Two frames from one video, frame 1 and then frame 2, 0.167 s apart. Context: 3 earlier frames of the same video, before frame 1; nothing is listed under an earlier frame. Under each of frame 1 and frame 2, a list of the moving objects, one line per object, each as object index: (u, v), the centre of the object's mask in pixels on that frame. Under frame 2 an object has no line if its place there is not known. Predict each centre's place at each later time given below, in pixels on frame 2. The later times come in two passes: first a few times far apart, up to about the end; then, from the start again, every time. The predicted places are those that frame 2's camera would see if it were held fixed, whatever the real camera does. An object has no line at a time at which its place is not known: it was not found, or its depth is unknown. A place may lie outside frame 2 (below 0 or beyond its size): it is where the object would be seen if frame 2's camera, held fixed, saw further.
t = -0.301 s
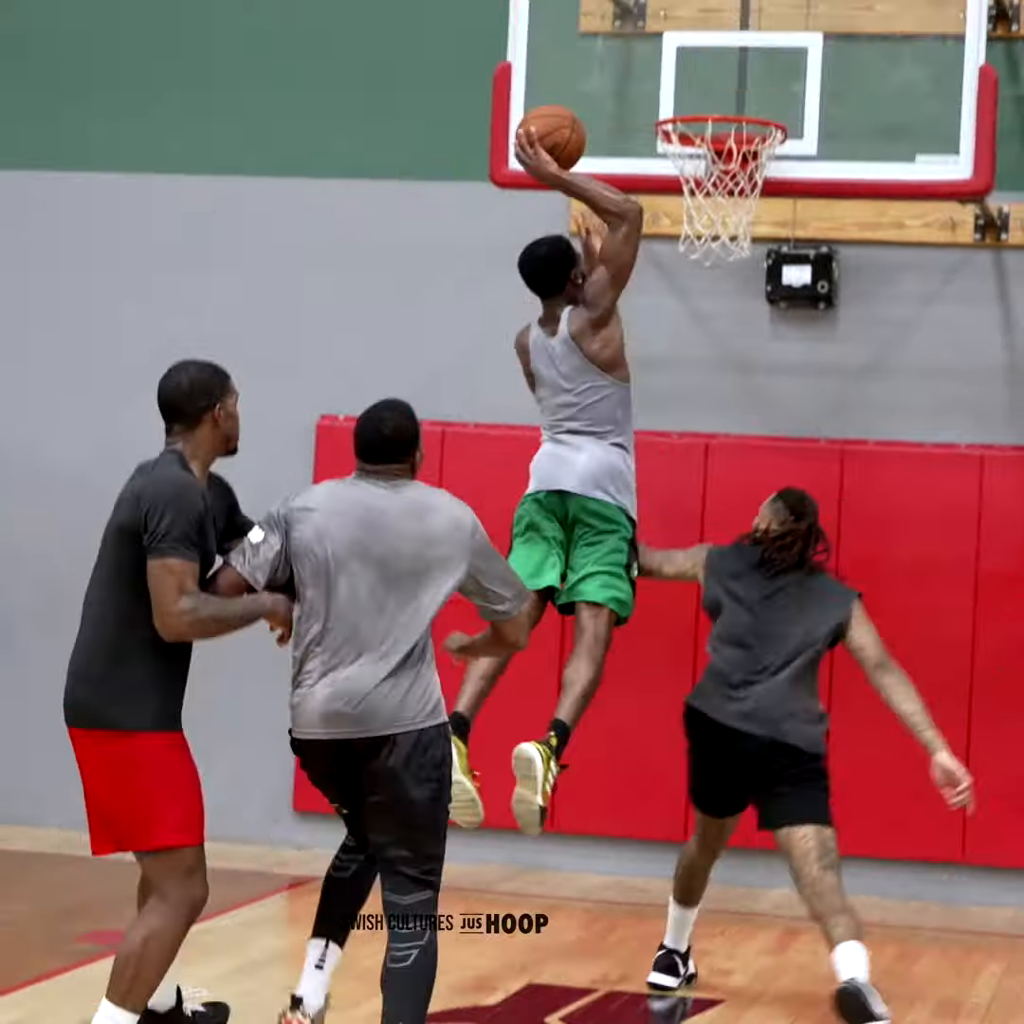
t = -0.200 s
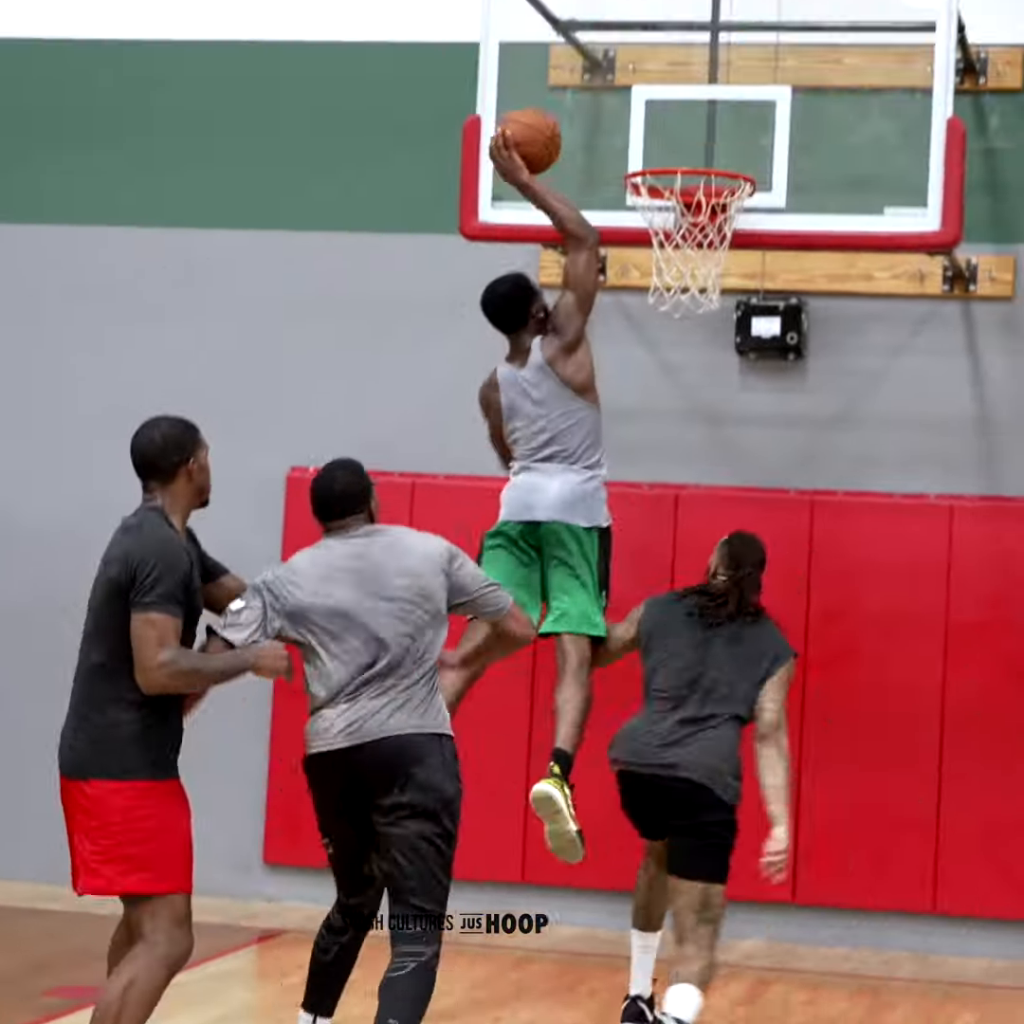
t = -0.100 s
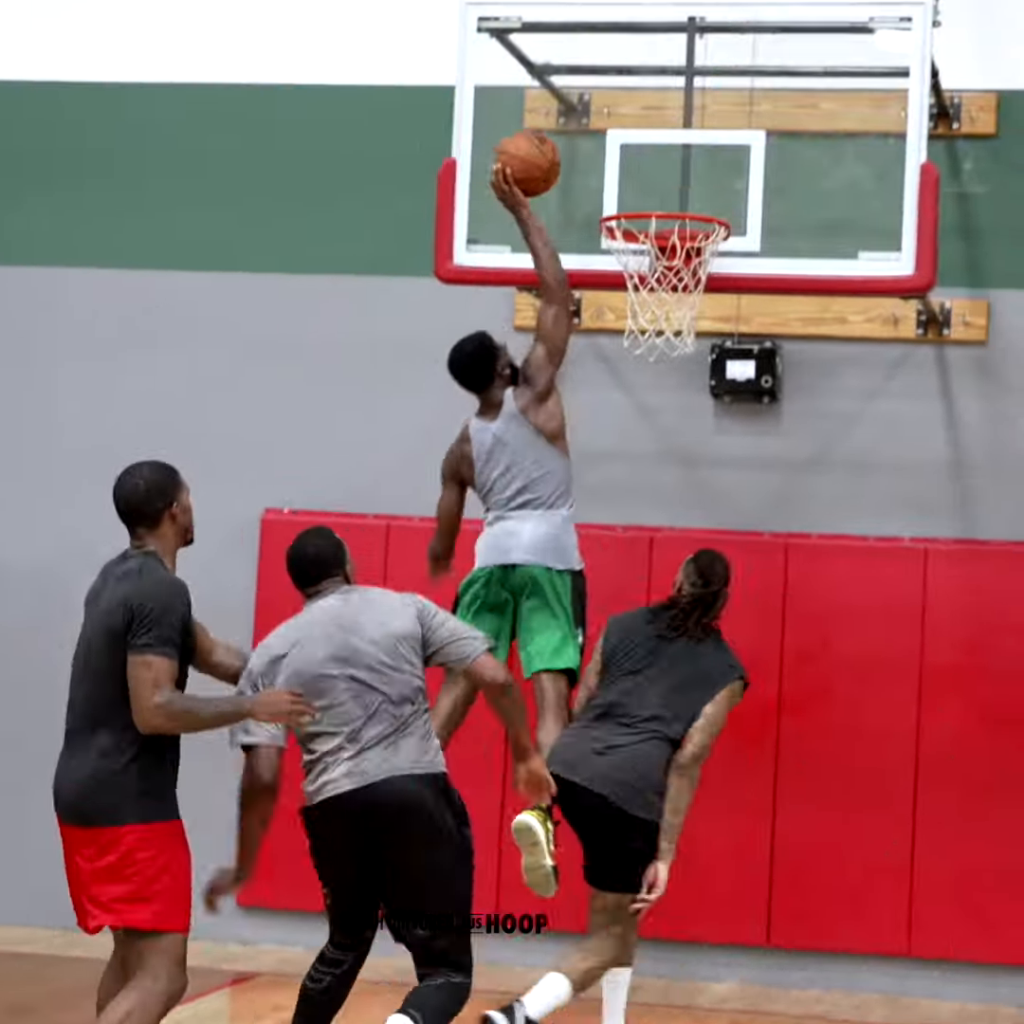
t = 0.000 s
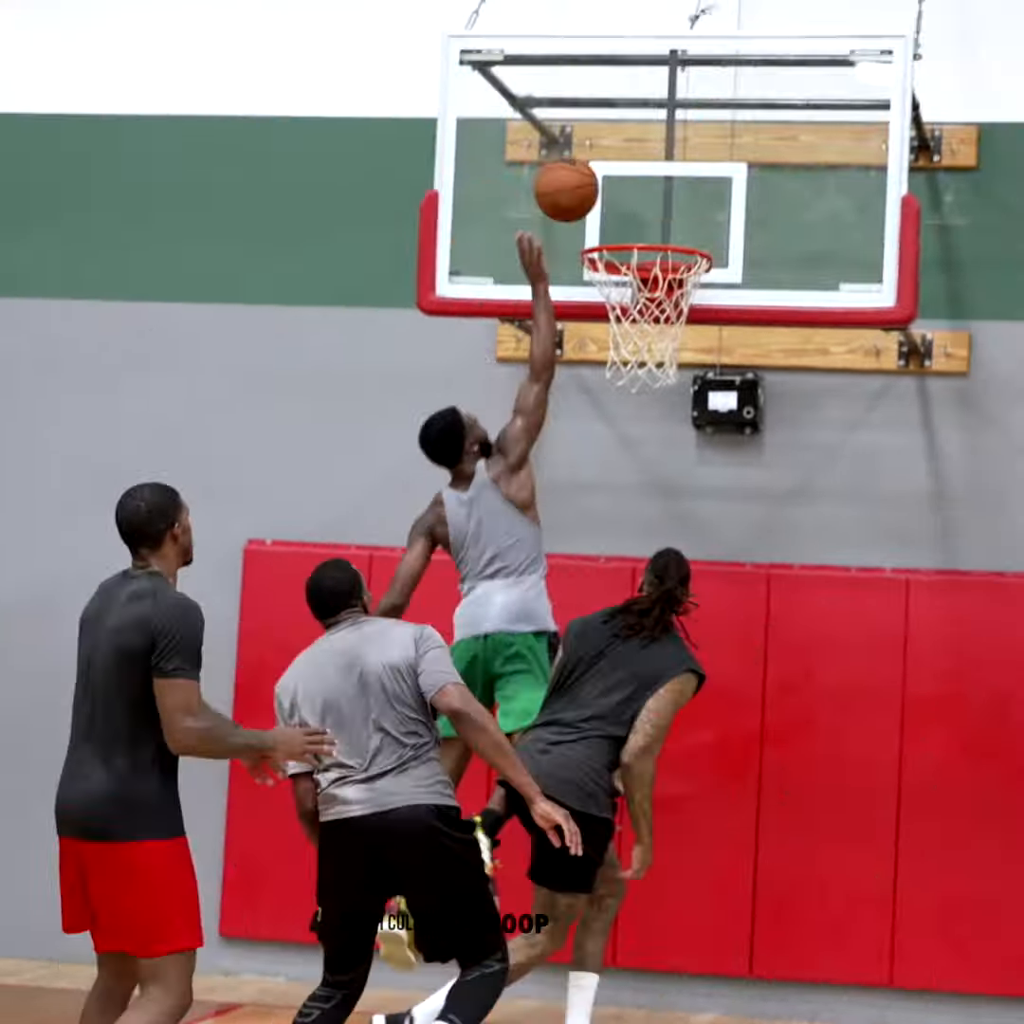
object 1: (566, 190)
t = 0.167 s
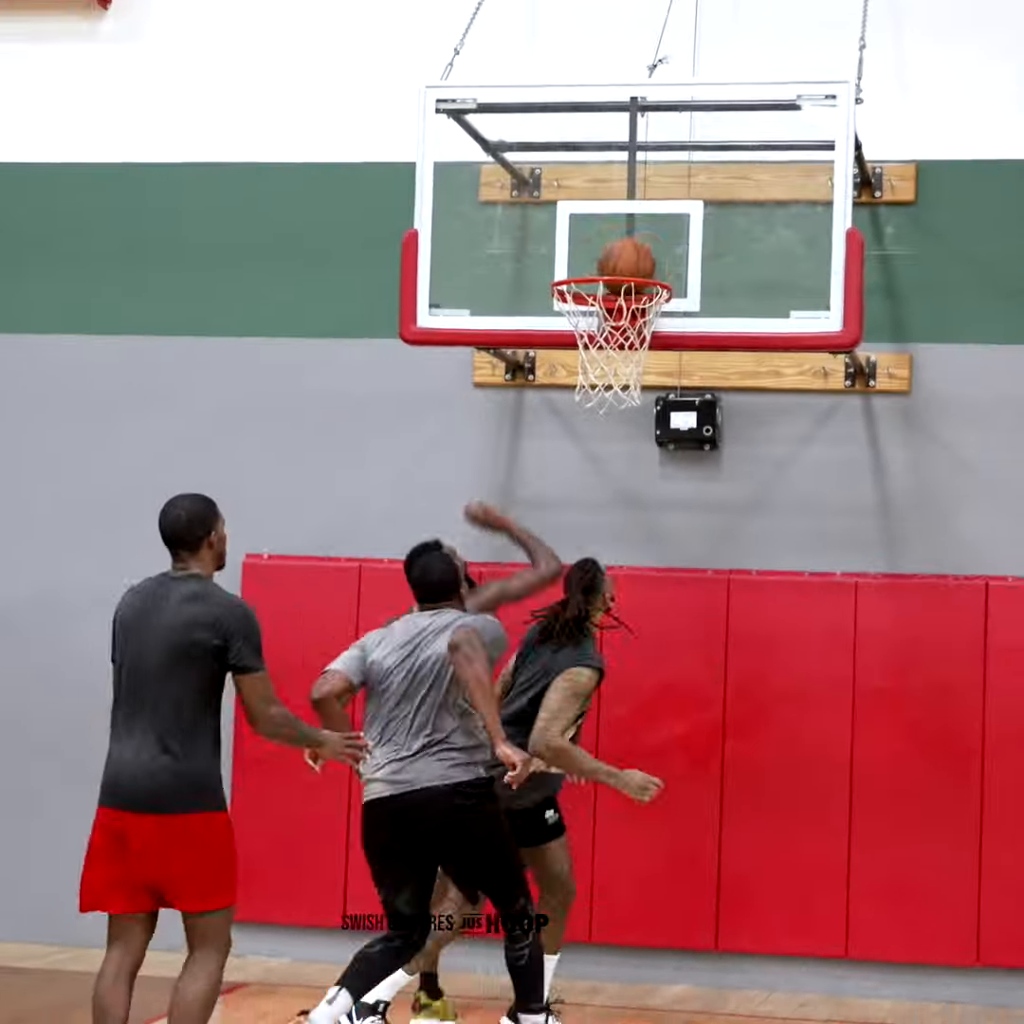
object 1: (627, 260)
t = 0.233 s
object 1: (634, 255)
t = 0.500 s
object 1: (639, 261)
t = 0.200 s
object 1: (631, 257)
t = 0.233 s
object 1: (634, 255)
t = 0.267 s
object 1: (636, 255)
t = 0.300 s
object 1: (640, 256)
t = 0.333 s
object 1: (643, 257)
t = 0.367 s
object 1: (646, 261)
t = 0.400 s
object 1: (646, 260)
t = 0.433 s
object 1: (645, 260)
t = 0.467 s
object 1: (645, 261)
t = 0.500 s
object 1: (639, 261)
